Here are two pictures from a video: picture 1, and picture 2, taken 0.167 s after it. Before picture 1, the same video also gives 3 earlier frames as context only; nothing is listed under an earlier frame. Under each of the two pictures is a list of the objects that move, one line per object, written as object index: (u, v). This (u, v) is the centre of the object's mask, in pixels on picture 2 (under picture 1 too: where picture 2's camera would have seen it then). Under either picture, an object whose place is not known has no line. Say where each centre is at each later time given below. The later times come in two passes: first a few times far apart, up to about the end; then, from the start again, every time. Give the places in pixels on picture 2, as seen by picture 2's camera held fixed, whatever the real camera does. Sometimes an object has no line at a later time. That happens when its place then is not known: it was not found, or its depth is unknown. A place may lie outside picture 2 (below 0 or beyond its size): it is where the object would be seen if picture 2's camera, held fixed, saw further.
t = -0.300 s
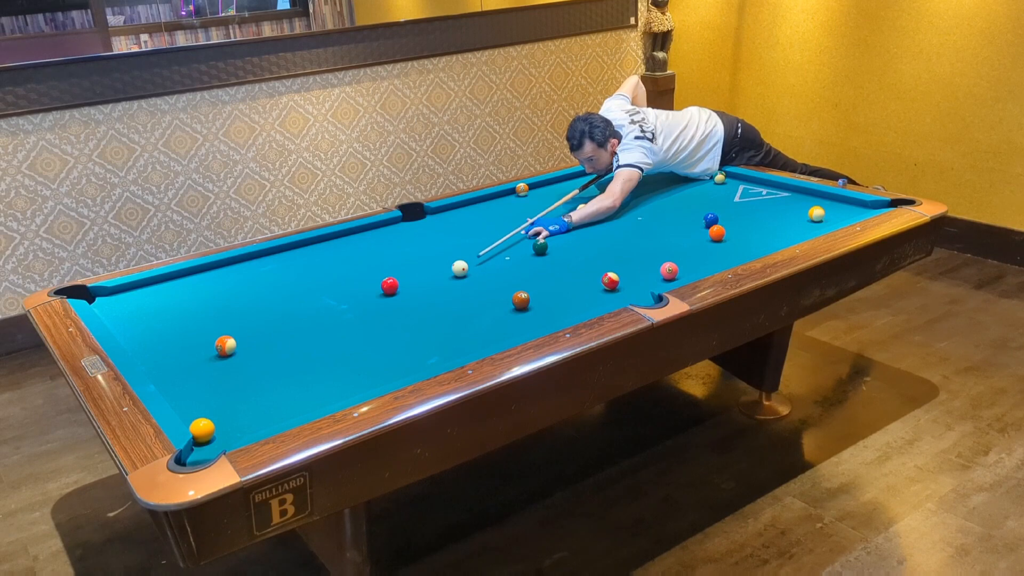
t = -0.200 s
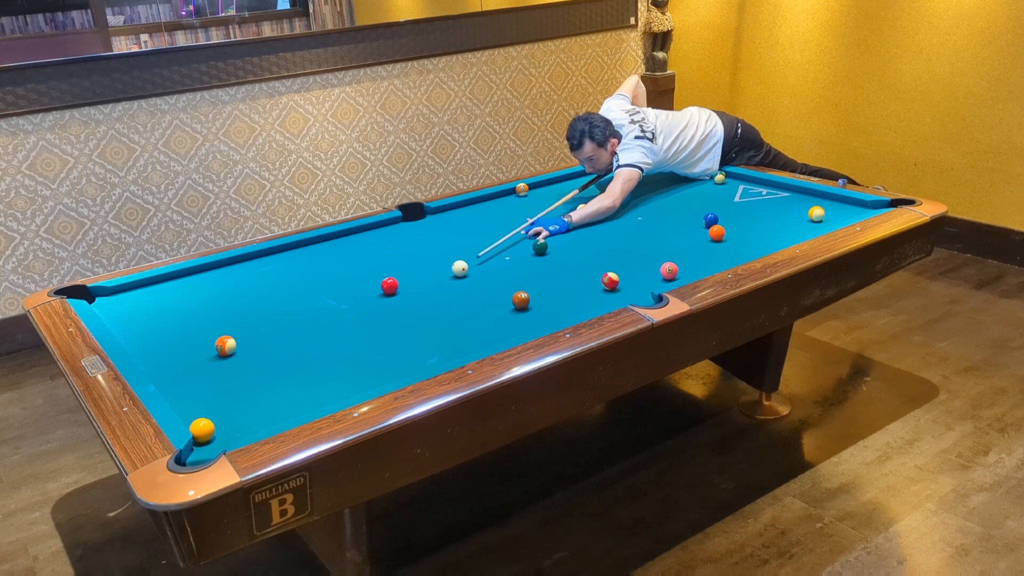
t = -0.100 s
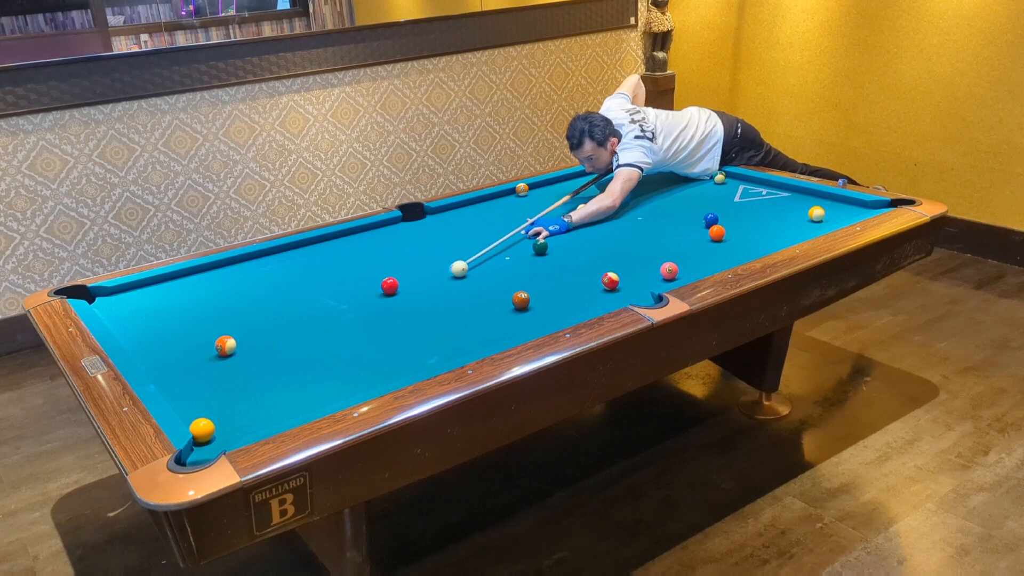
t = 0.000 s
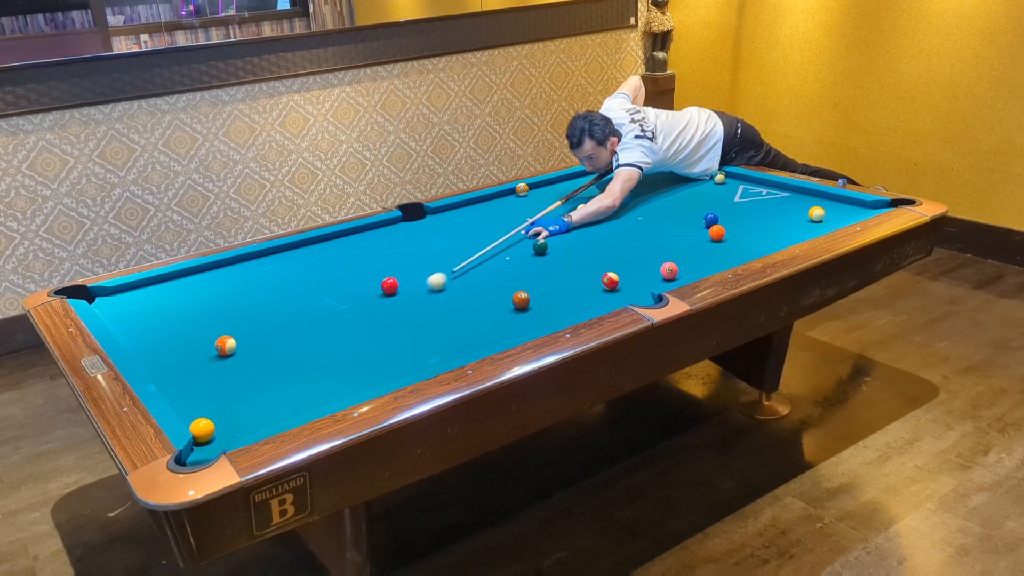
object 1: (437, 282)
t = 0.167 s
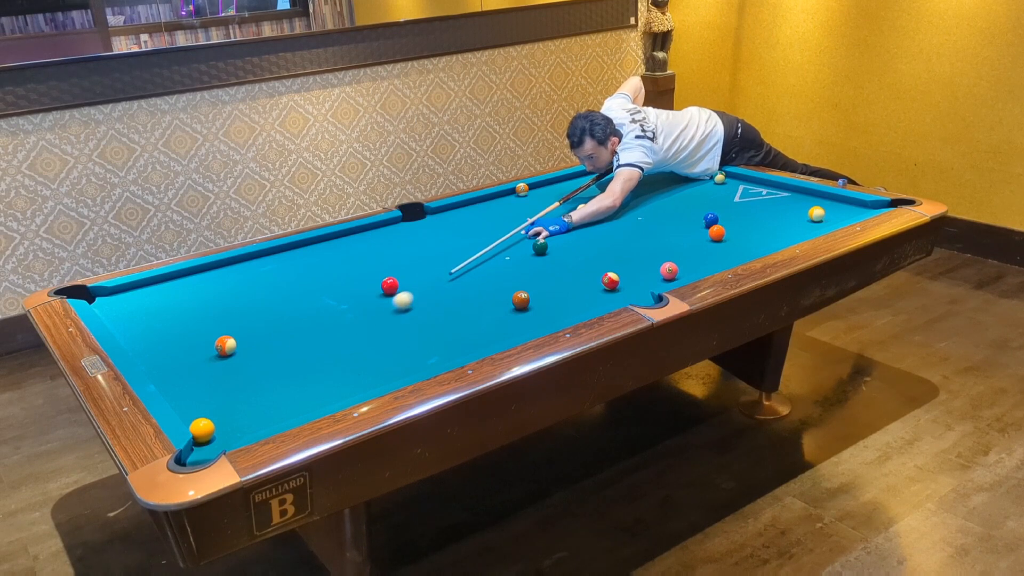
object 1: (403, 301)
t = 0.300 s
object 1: (374, 318)
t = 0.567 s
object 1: (310, 354)
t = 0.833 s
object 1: (237, 397)
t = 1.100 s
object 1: (216, 410)
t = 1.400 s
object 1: (263, 389)
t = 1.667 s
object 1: (299, 372)
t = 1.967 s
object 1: (334, 356)
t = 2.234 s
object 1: (361, 344)
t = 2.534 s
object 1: (387, 331)
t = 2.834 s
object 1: (410, 320)
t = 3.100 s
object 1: (428, 312)
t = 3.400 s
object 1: (445, 304)
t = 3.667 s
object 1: (458, 298)
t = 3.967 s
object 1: (471, 291)
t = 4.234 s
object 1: (481, 286)
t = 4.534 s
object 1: (490, 282)
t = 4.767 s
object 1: (496, 279)
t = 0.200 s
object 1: (396, 305)
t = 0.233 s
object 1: (389, 309)
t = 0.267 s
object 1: (382, 313)
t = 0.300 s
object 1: (374, 318)
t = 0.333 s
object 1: (367, 322)
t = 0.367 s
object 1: (359, 326)
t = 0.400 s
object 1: (351, 330)
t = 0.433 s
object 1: (343, 335)
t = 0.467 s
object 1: (335, 340)
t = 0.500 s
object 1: (327, 345)
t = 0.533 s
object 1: (319, 349)
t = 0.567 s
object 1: (310, 354)
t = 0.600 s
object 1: (302, 359)
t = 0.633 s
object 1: (293, 364)
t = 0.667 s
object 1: (284, 370)
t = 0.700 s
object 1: (275, 375)
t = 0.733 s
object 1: (265, 380)
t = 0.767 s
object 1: (256, 385)
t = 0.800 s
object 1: (246, 391)
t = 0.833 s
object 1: (237, 397)
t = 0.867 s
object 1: (227, 402)
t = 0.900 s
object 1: (217, 408)
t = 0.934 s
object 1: (207, 411)
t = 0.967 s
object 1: (196, 415)
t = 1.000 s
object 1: (198, 415)
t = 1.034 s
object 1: (205, 413)
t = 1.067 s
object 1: (211, 411)
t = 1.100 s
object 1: (216, 410)
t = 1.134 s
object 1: (222, 408)
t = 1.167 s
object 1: (227, 406)
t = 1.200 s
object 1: (233, 403)
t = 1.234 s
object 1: (238, 400)
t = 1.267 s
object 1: (243, 399)
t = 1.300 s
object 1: (248, 396)
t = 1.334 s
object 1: (253, 393)
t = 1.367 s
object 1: (258, 391)
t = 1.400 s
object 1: (263, 389)
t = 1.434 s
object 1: (267, 387)
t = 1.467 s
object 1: (272, 385)
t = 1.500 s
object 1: (277, 382)
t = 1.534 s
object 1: (281, 380)
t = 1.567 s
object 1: (286, 378)
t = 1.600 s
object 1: (290, 376)
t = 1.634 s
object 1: (294, 374)
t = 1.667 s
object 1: (299, 372)
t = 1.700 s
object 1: (303, 371)
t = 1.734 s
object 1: (307, 369)
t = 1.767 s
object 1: (311, 367)
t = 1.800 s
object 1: (315, 365)
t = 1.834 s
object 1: (319, 363)
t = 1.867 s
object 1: (322, 362)
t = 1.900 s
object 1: (326, 360)
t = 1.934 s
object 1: (330, 358)
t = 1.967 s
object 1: (334, 356)
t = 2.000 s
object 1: (337, 354)
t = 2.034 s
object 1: (341, 353)
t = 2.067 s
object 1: (344, 351)
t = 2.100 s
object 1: (348, 350)
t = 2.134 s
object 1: (351, 348)
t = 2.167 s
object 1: (355, 347)
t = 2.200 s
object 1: (358, 345)
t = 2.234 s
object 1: (361, 344)
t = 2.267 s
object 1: (364, 342)
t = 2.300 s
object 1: (367, 341)
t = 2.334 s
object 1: (370, 339)
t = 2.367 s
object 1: (373, 338)
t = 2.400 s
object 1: (376, 337)
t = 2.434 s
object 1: (379, 335)
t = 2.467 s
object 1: (382, 334)
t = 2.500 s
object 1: (385, 332)
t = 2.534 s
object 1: (387, 331)
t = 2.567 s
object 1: (390, 330)
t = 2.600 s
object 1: (393, 329)
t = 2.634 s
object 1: (396, 327)
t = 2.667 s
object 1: (398, 326)
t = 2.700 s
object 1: (401, 325)
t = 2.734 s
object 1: (403, 324)
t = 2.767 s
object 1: (406, 323)
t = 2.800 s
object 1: (408, 321)
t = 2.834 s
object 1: (410, 320)
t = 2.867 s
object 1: (413, 319)
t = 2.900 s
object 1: (415, 318)
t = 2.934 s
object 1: (417, 317)
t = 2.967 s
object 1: (419, 316)
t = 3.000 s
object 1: (421, 315)
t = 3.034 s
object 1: (424, 314)
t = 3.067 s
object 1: (426, 313)
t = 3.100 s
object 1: (428, 312)
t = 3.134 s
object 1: (430, 311)
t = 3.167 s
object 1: (432, 310)
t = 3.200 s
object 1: (434, 309)
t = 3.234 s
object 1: (436, 308)
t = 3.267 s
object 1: (438, 307)
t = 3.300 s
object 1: (439, 307)
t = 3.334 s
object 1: (441, 306)
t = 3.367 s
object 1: (443, 305)
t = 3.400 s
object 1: (445, 304)
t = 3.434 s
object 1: (447, 303)
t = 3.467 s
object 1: (449, 302)
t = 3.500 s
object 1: (450, 301)
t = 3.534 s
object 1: (452, 301)
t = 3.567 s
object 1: (454, 300)
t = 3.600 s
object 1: (455, 299)
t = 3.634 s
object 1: (457, 298)
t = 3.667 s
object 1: (458, 298)
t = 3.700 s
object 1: (460, 297)
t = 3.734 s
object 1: (461, 296)
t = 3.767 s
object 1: (463, 295)
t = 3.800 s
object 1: (464, 294)
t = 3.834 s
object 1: (466, 294)
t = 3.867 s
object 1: (467, 293)
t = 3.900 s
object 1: (469, 292)
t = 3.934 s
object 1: (470, 292)
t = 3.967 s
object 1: (471, 291)
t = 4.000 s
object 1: (473, 290)
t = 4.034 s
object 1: (474, 290)
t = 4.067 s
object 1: (475, 289)
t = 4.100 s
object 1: (476, 289)
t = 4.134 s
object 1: (478, 288)
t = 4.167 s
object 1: (479, 288)
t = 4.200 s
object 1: (480, 287)
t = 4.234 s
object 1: (481, 286)
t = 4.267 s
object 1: (482, 286)
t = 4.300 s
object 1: (483, 285)
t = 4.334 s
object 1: (484, 285)
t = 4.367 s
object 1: (485, 284)
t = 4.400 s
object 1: (487, 284)
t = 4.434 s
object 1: (488, 283)
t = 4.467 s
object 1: (488, 283)
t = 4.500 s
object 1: (489, 282)
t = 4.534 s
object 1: (490, 282)
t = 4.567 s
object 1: (491, 282)
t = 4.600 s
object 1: (492, 281)
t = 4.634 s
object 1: (493, 281)
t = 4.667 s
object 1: (494, 280)
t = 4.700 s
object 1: (495, 280)
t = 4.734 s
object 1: (496, 279)
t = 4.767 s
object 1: (496, 279)
